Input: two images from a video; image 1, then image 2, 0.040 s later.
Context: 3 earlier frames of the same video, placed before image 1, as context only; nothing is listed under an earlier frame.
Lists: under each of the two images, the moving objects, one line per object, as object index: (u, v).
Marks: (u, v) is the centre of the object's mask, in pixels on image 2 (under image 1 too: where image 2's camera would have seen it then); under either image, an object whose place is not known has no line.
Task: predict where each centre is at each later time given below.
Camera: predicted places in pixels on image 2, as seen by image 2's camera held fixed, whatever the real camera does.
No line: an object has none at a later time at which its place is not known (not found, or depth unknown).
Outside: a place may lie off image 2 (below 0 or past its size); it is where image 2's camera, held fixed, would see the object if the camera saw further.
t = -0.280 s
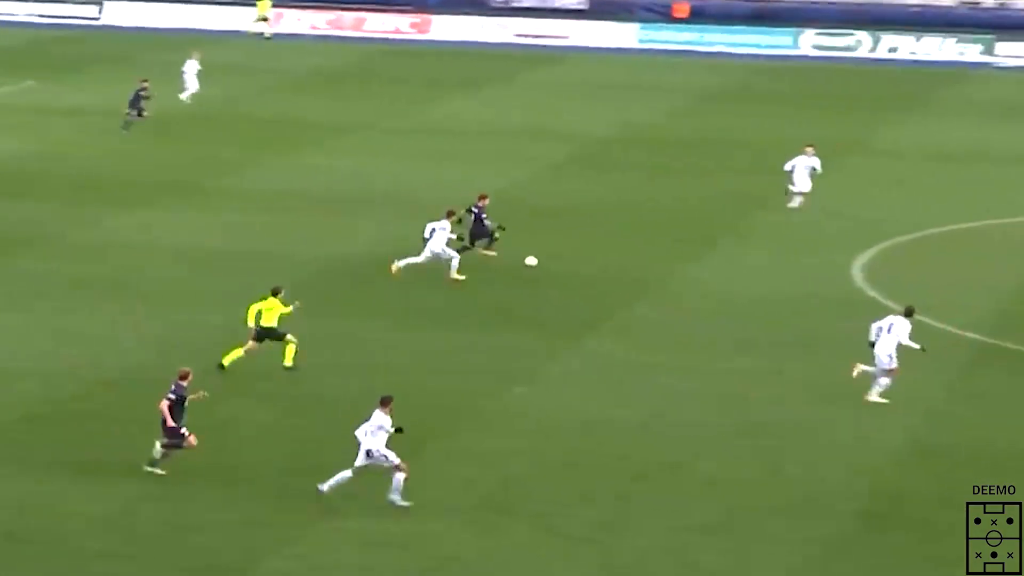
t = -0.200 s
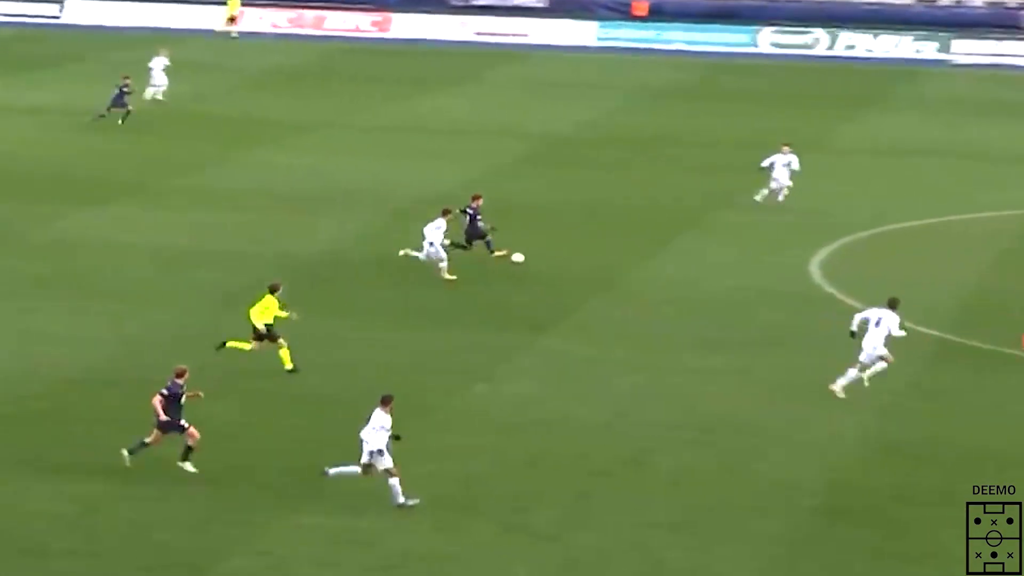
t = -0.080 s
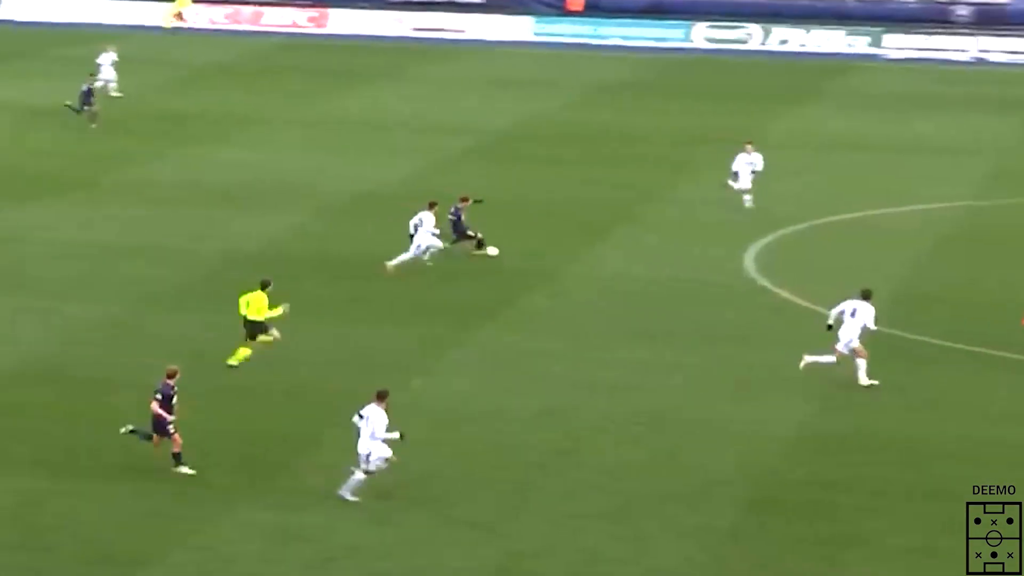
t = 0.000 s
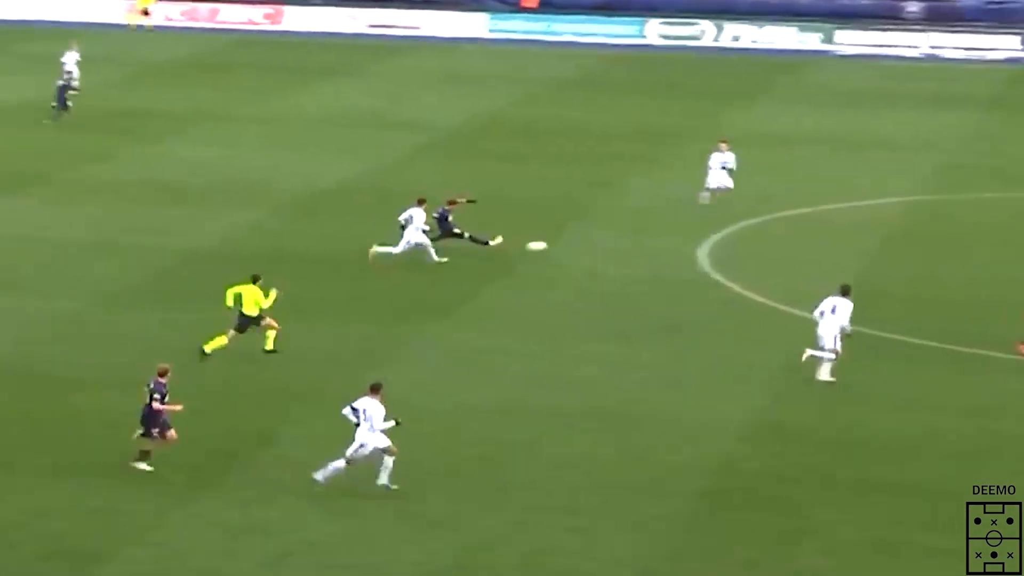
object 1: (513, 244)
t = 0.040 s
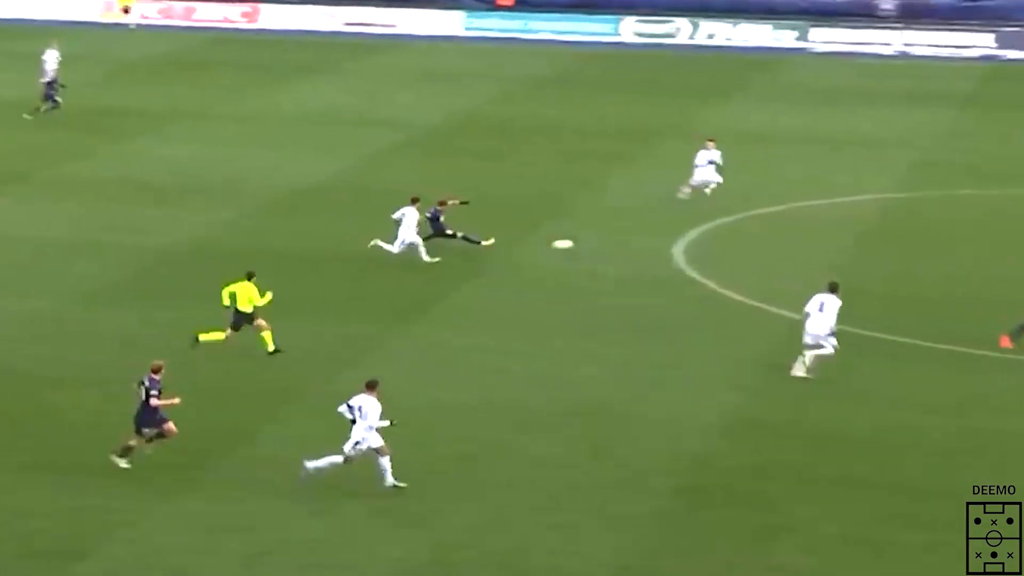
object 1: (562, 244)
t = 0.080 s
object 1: (612, 246)
